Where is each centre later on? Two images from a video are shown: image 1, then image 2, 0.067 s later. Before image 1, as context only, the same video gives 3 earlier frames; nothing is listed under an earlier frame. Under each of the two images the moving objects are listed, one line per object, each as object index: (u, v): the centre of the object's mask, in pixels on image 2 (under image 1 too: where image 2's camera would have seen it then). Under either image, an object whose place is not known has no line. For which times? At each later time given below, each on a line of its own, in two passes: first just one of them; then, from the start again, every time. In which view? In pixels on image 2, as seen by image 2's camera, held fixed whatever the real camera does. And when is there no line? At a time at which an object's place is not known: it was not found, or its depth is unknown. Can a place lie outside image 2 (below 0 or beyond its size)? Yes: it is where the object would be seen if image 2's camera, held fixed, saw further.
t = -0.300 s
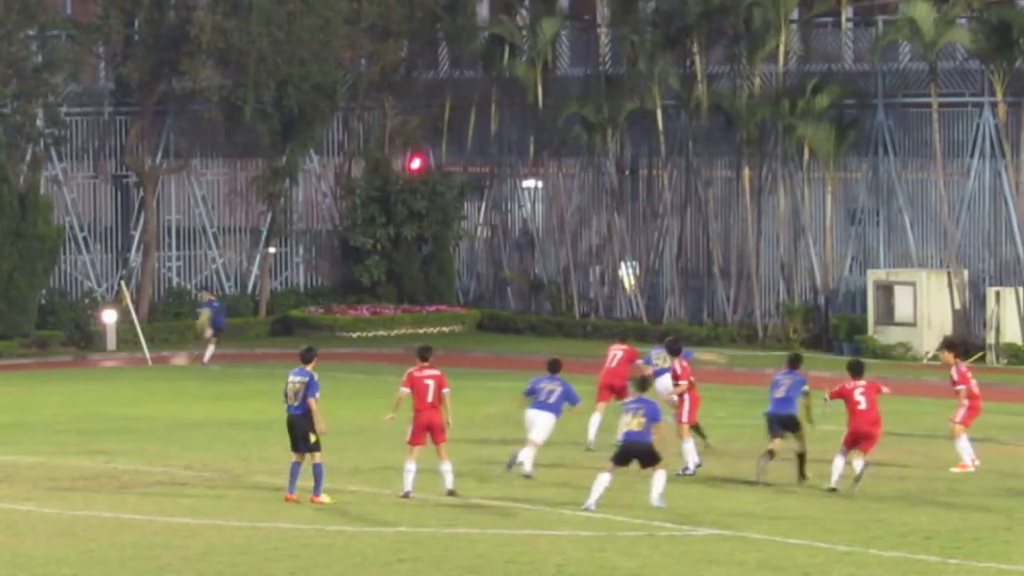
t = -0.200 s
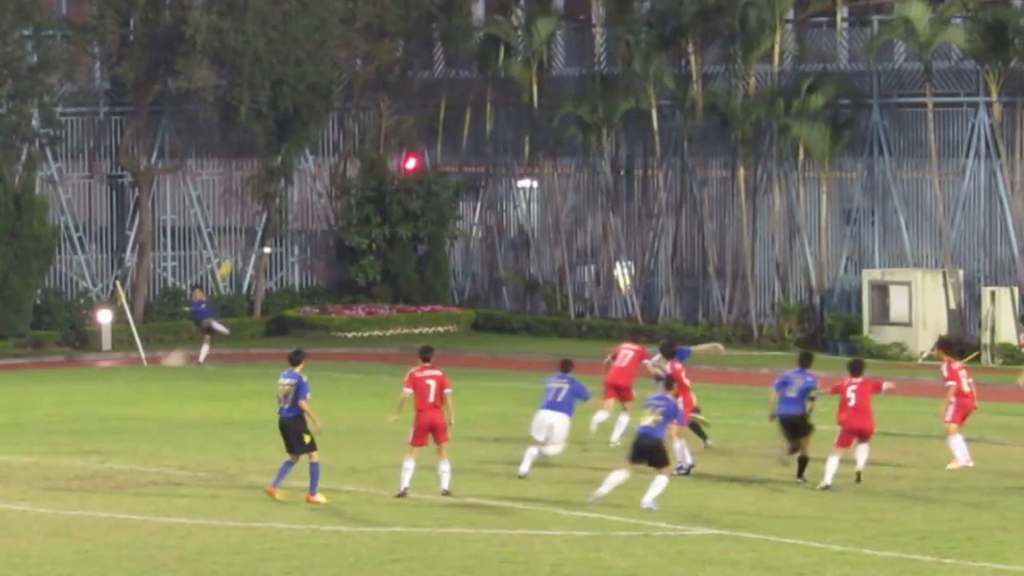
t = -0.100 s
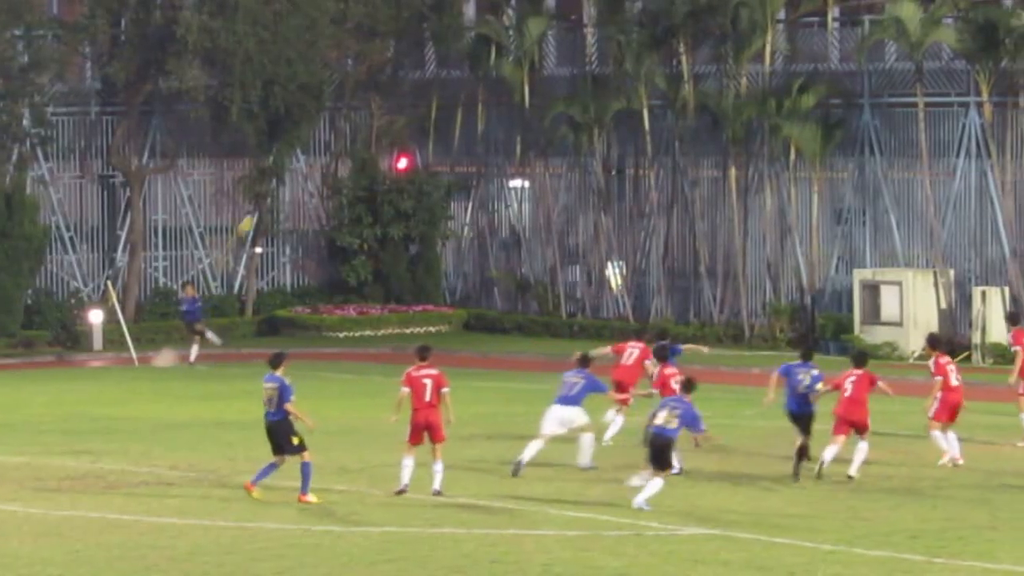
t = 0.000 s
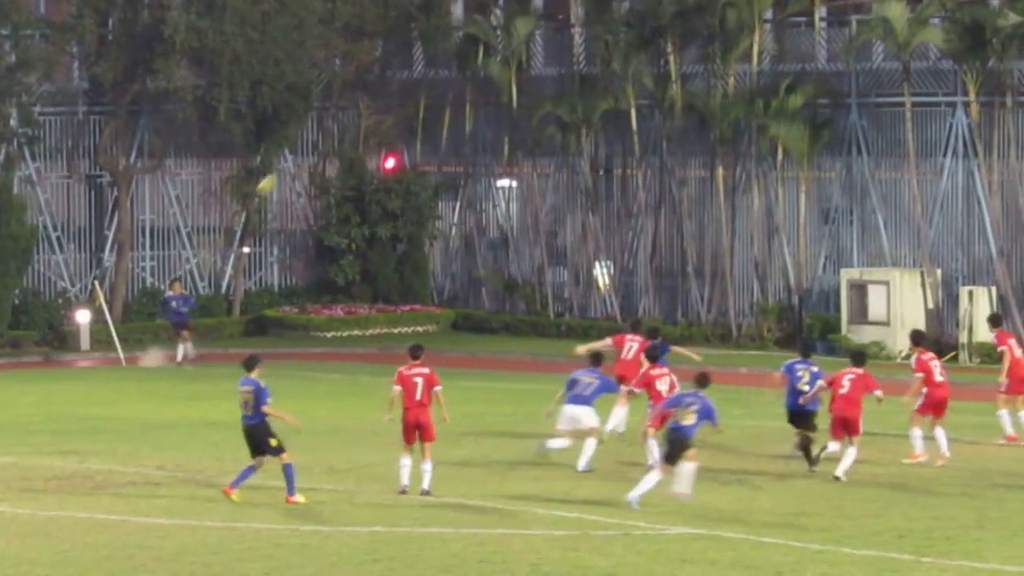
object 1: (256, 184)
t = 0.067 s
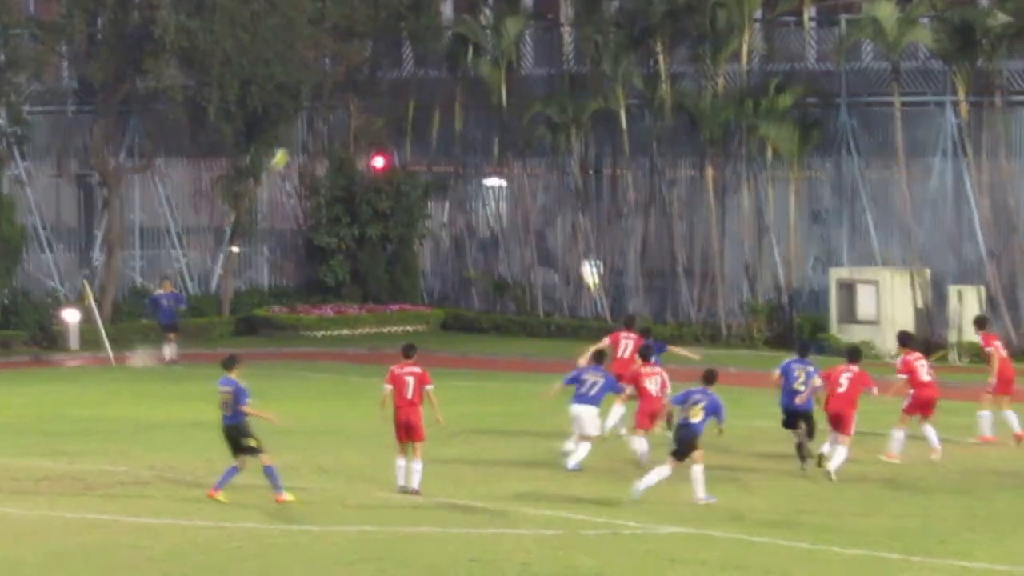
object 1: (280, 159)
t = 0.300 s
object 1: (377, 91)
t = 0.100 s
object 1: (296, 149)
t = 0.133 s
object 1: (308, 138)
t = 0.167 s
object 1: (320, 127)
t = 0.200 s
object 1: (334, 117)
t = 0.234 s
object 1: (348, 108)
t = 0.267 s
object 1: (363, 100)
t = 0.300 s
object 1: (377, 91)
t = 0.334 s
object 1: (392, 83)
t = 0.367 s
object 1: (407, 76)
